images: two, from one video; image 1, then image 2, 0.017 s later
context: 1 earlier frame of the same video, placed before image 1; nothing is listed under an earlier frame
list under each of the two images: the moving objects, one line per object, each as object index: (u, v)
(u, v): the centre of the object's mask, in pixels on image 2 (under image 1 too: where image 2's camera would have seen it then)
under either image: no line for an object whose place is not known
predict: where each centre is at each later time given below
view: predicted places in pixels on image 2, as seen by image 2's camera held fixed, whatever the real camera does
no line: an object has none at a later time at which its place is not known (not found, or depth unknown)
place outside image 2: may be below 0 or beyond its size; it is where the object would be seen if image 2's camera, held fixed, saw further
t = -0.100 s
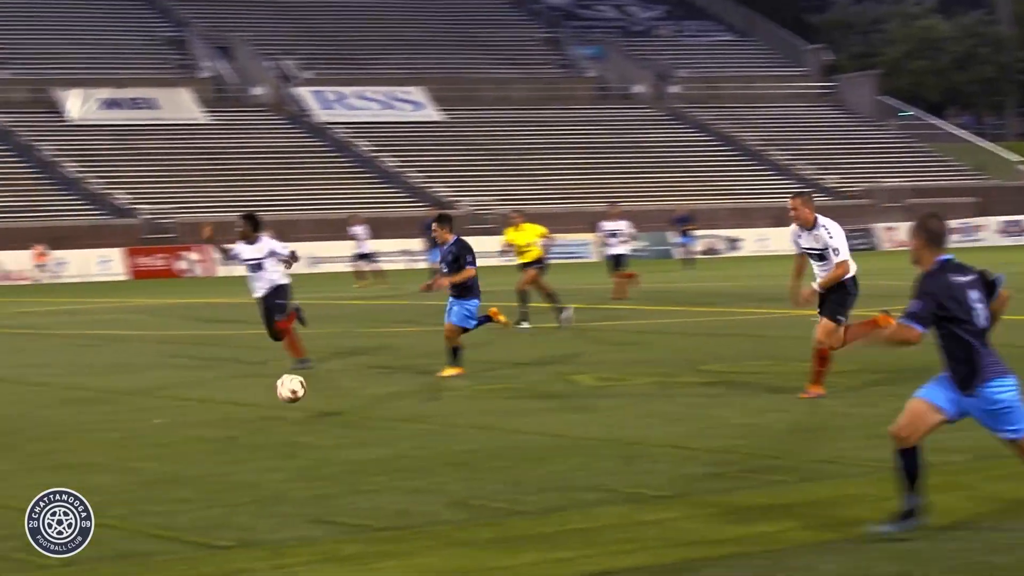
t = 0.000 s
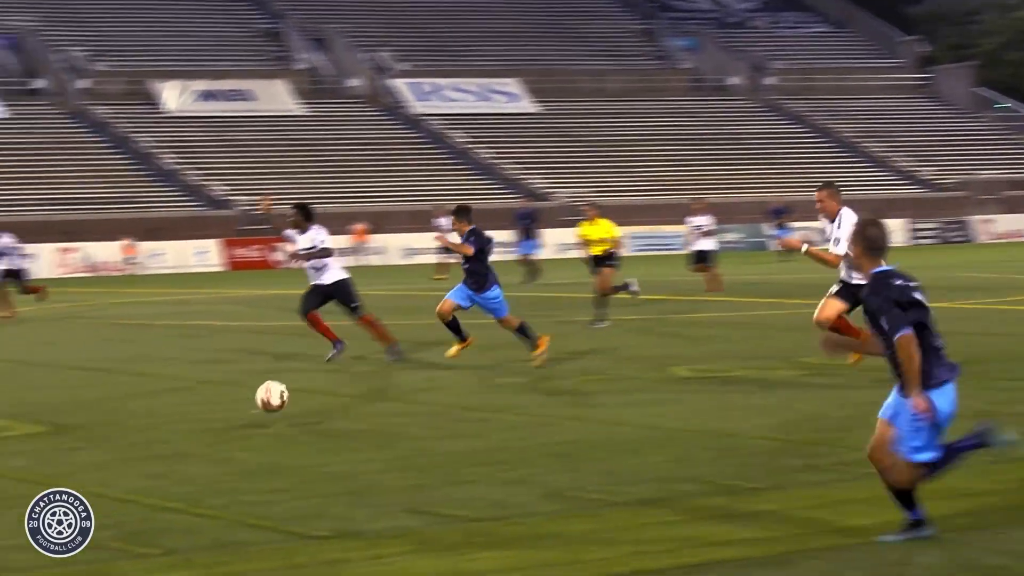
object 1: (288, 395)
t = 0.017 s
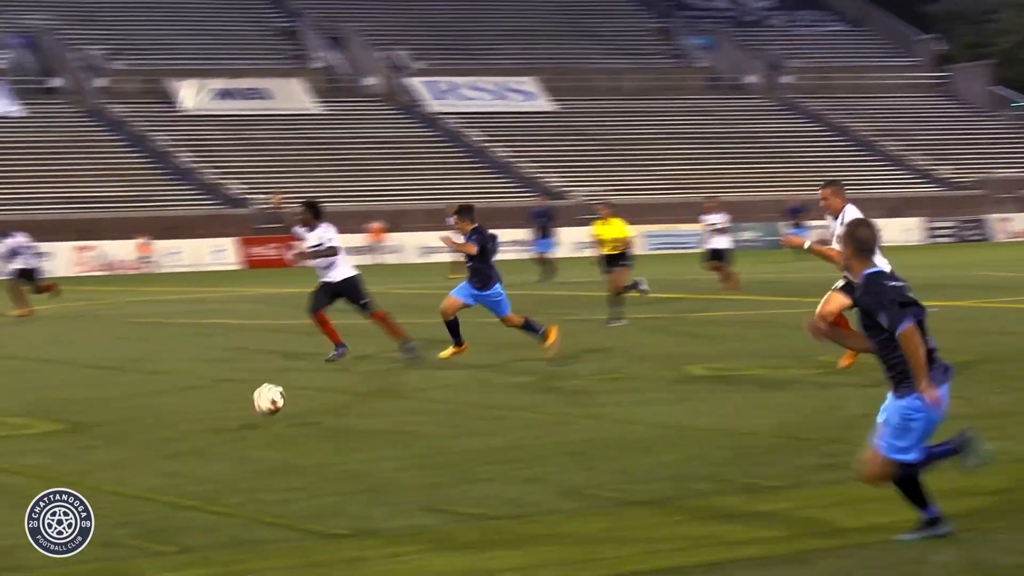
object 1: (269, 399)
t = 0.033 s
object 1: (249, 404)
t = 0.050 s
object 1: (228, 410)
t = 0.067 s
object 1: (207, 416)
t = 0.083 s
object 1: (185, 423)
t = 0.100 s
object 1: (164, 431)
